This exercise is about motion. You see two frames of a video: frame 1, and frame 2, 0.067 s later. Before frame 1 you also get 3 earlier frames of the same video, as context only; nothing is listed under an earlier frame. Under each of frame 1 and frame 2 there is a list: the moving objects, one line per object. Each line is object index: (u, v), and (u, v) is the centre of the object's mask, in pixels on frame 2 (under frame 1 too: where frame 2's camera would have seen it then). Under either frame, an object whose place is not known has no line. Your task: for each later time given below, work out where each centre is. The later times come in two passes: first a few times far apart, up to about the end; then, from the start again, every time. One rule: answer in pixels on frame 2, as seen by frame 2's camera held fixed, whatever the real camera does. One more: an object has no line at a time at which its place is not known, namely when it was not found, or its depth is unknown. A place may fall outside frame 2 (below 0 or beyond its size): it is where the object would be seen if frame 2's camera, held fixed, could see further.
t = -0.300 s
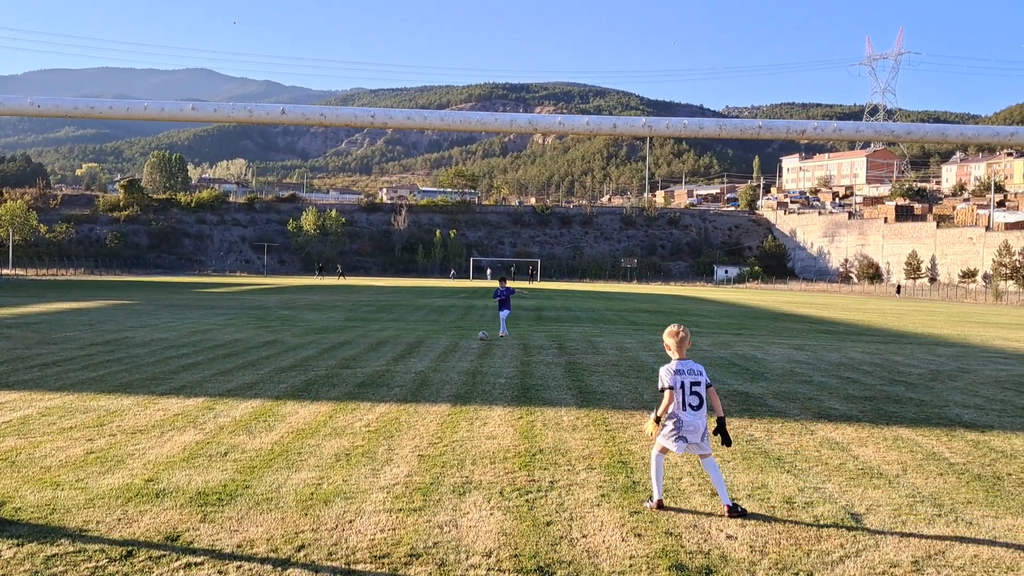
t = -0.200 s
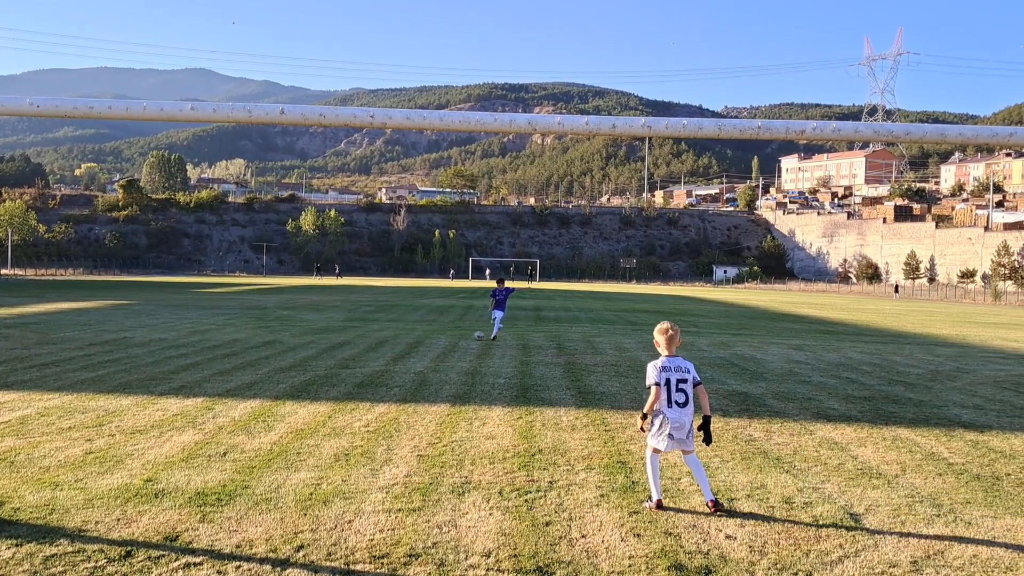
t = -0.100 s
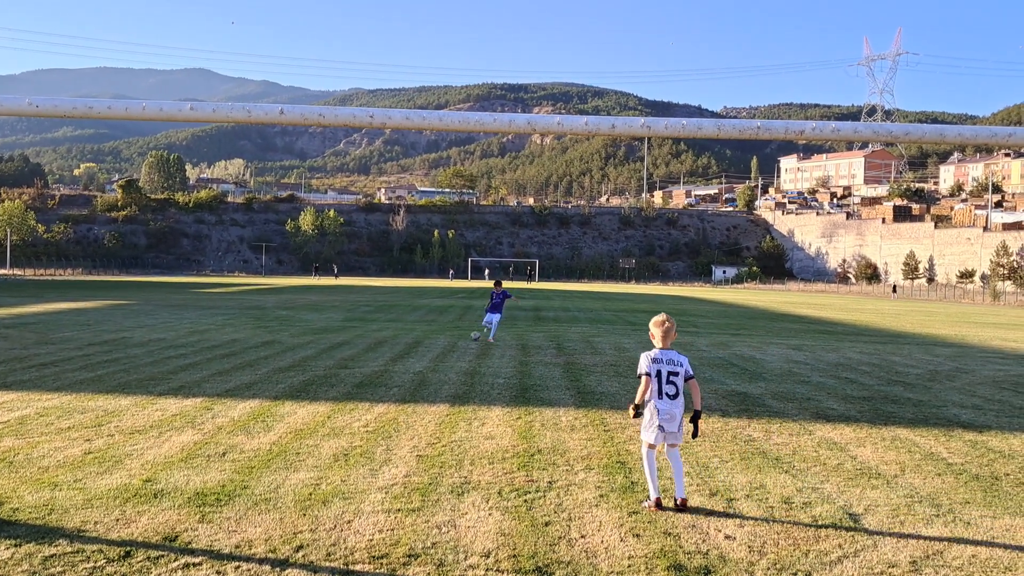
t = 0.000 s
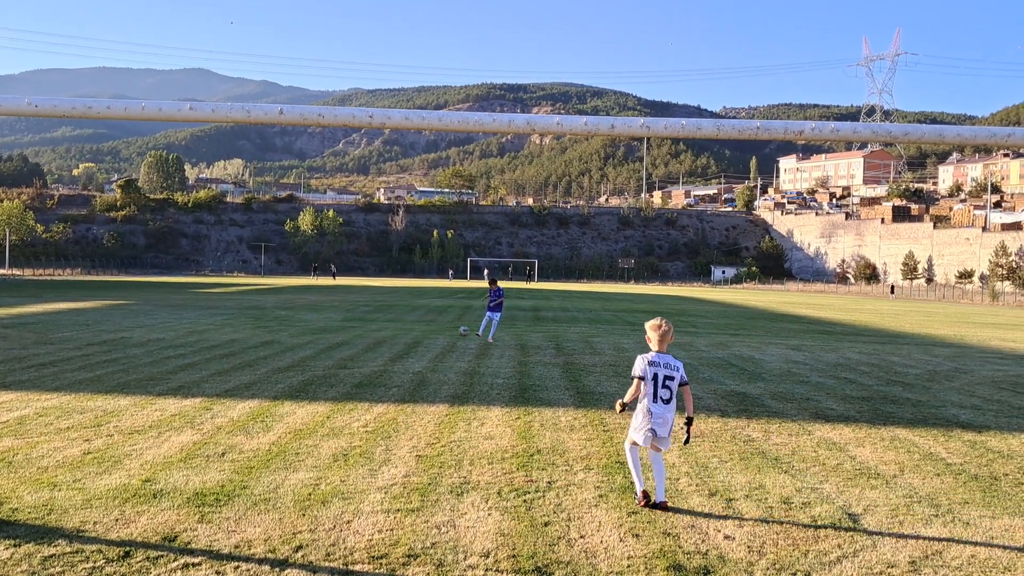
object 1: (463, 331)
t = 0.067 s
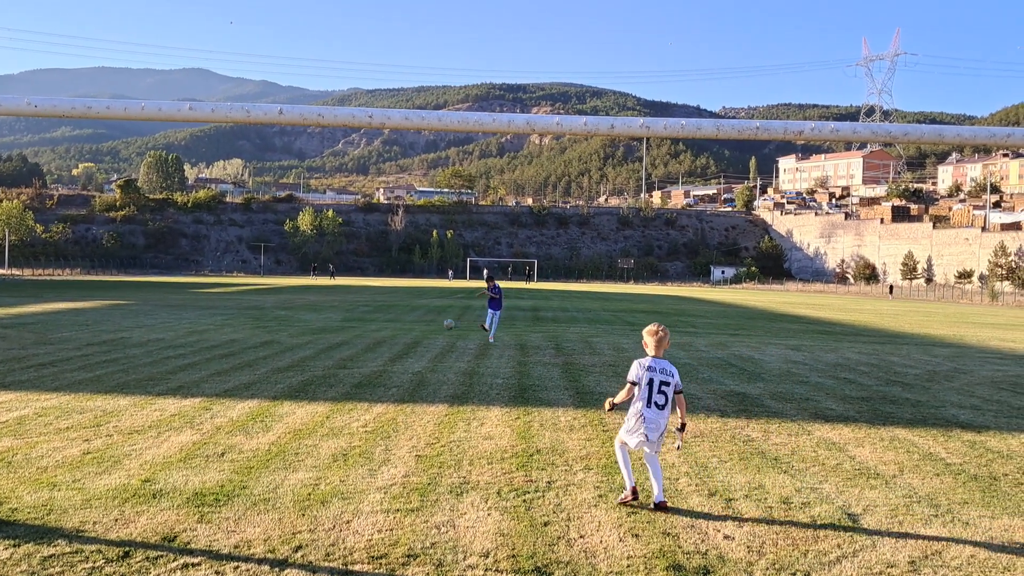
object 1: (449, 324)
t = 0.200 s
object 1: (417, 315)
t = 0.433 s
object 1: (349, 316)
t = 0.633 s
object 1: (275, 342)
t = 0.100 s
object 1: (442, 321)
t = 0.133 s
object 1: (433, 319)
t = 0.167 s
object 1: (425, 316)
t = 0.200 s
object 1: (417, 315)
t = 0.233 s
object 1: (409, 313)
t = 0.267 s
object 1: (400, 313)
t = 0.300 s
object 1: (390, 312)
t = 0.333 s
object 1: (380, 312)
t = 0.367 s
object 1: (371, 313)
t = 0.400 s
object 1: (360, 313)
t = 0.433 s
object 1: (349, 316)
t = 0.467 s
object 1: (338, 318)
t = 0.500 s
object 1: (326, 321)
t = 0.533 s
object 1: (314, 325)
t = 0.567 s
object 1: (302, 330)
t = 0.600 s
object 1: (289, 335)
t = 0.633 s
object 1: (275, 342)
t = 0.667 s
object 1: (261, 349)
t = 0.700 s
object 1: (246, 358)
